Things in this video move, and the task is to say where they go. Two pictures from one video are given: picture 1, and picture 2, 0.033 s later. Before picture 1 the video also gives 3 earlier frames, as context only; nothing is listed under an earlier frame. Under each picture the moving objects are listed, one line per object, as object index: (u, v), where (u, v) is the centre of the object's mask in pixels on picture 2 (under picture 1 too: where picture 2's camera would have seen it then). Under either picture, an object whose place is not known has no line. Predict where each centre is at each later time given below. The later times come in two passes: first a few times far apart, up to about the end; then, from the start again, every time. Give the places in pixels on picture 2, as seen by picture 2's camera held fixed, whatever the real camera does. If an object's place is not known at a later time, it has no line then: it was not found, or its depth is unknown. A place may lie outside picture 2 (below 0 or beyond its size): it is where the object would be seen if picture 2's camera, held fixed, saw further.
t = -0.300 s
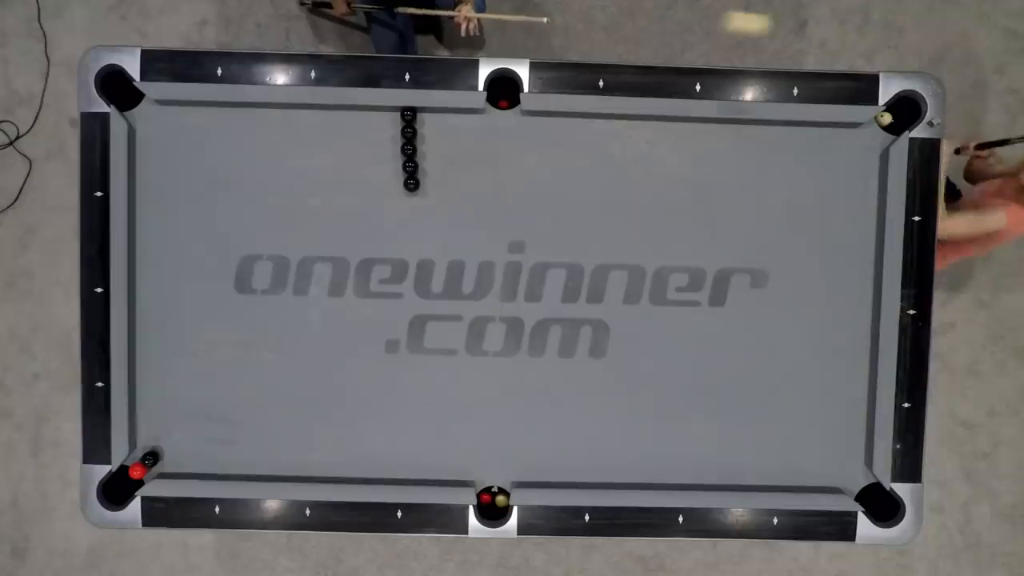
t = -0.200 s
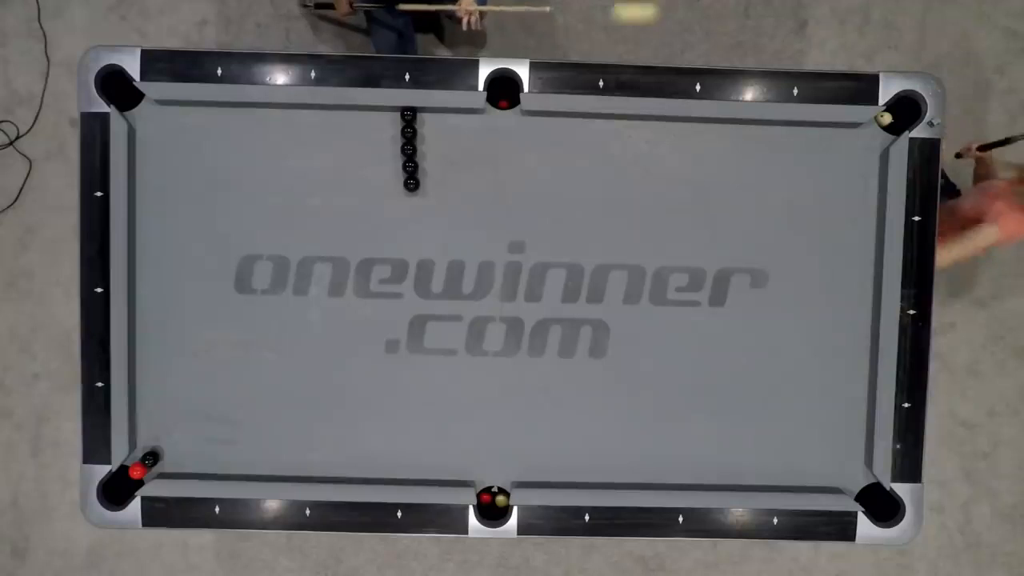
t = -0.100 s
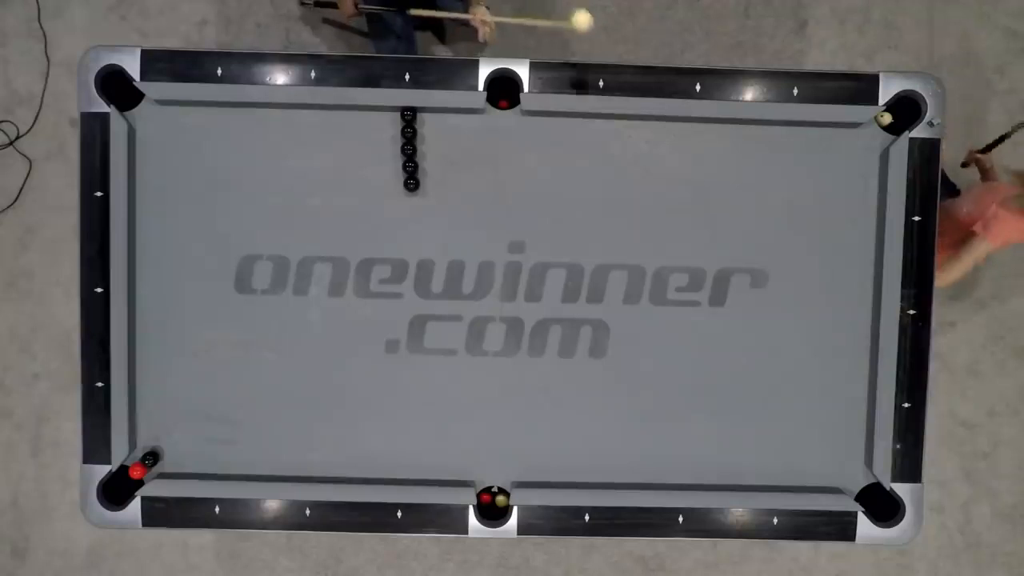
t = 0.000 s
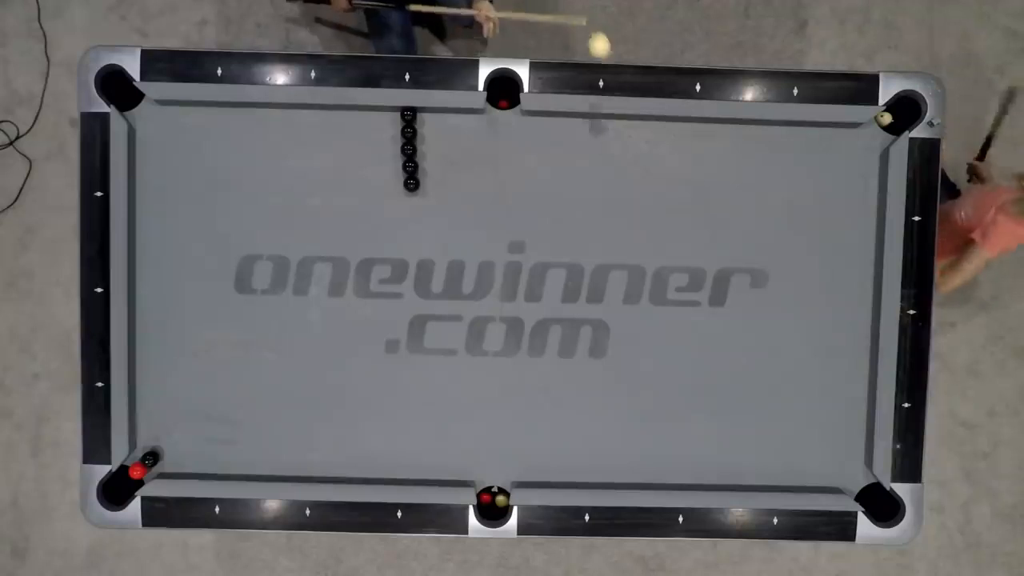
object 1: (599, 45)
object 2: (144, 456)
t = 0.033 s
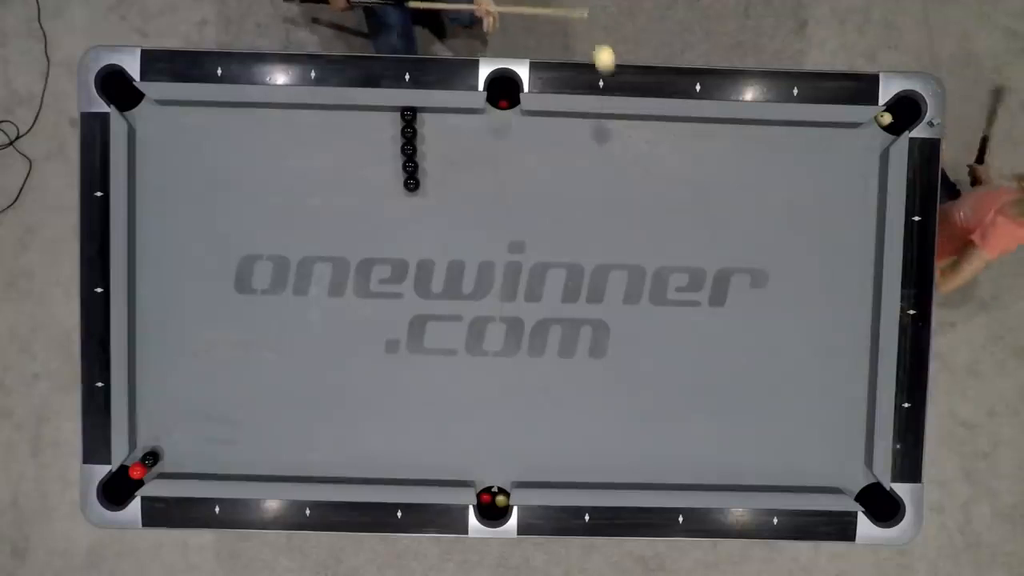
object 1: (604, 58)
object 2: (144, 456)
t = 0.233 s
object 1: (615, 143)
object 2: (144, 456)
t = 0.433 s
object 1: (631, 180)
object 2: (144, 456)
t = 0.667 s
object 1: (625, 234)
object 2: (144, 456)
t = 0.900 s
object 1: (609, 276)
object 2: (144, 456)
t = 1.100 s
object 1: (580, 306)
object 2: (144, 456)
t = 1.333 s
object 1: (522, 332)
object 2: (144, 456)
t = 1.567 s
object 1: (458, 355)
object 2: (144, 456)
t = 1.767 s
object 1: (407, 374)
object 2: (144, 456)
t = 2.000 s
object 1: (349, 396)
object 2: (144, 456)
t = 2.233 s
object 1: (293, 418)
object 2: (144, 456)
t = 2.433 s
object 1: (247, 436)
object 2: (144, 456)
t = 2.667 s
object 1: (195, 457)
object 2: (144, 456)
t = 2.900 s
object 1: (155, 464)
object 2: (143, 451)
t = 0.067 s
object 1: (608, 71)
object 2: (144, 456)
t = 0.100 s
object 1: (611, 83)
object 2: (144, 456)
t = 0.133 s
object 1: (613, 98)
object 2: (144, 456)
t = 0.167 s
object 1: (615, 114)
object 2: (144, 456)
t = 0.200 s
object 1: (616, 129)
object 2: (144, 456)
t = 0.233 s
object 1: (615, 143)
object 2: (144, 456)
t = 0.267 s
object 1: (619, 149)
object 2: (144, 456)
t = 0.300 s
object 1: (623, 153)
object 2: (144, 456)
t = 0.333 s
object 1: (626, 159)
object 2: (144, 456)
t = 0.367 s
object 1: (628, 164)
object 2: (144, 456)
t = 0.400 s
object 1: (630, 171)
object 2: (144, 456)
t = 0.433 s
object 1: (631, 180)
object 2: (144, 456)
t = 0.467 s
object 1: (631, 188)
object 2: (144, 456)
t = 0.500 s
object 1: (631, 197)
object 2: (144, 456)
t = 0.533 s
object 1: (630, 205)
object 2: (144, 456)
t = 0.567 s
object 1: (628, 214)
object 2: (144, 456)
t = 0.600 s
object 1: (626, 222)
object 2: (144, 456)
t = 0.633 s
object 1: (626, 228)
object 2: (144, 456)
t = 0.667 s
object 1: (625, 234)
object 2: (144, 456)
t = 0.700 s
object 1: (625, 240)
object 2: (144, 456)
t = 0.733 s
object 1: (623, 247)
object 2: (144, 456)
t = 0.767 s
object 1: (620, 253)
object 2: (144, 456)
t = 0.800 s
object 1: (618, 259)
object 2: (144, 456)
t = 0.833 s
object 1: (615, 265)
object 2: (144, 456)
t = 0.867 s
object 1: (612, 271)
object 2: (144, 456)
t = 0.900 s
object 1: (609, 276)
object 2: (144, 456)
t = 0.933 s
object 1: (606, 281)
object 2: (144, 456)
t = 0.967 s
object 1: (601, 287)
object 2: (144, 456)
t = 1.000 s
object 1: (597, 292)
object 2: (144, 456)
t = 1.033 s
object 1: (592, 297)
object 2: (144, 456)
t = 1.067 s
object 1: (586, 302)
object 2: (144, 456)
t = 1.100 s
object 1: (580, 306)
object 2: (144, 456)
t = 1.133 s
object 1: (573, 310)
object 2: (144, 456)
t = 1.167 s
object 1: (565, 314)
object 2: (144, 456)
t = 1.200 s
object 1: (558, 318)
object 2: (144, 456)
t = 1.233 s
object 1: (549, 321)
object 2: (144, 456)
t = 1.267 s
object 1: (540, 325)
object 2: (144, 456)
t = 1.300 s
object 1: (531, 329)
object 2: (144, 456)
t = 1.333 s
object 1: (522, 332)
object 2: (144, 456)
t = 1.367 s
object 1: (512, 335)
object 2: (144, 456)
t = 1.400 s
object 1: (503, 339)
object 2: (144, 456)
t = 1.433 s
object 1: (494, 342)
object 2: (144, 456)
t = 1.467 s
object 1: (485, 346)
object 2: (144, 456)
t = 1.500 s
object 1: (476, 349)
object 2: (144, 456)
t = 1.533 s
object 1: (468, 352)
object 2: (144, 456)
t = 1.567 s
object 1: (458, 355)
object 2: (144, 456)
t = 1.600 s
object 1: (450, 359)
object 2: (144, 456)
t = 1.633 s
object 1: (441, 362)
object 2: (144, 456)
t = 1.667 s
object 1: (432, 366)
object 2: (144, 456)
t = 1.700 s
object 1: (424, 368)
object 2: (144, 456)
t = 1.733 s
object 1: (415, 371)
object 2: (144, 456)
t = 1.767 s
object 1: (407, 374)
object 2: (144, 456)
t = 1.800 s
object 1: (399, 377)
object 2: (144, 456)
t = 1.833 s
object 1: (390, 381)
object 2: (144, 456)
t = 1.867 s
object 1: (382, 384)
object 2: (144, 456)
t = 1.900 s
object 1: (373, 387)
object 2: (144, 456)
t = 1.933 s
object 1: (365, 390)
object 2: (144, 456)
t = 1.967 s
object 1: (357, 393)
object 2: (144, 456)
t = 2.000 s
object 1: (349, 396)
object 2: (144, 456)
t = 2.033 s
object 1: (341, 400)
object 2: (144, 456)
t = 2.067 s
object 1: (333, 403)
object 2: (144, 456)
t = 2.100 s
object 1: (325, 406)
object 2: (144, 456)
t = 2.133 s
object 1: (317, 409)
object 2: (144, 456)
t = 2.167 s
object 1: (309, 412)
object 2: (144, 456)
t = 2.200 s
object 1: (301, 415)
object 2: (144, 456)
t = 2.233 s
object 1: (293, 418)
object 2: (144, 456)
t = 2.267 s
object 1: (285, 421)
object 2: (144, 456)
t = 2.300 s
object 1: (277, 424)
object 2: (144, 456)
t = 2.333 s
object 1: (270, 427)
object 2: (144, 456)
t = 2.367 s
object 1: (262, 430)
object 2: (144, 456)
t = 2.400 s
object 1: (255, 434)
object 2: (144, 456)
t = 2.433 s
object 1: (247, 436)
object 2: (144, 456)
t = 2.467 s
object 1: (239, 439)
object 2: (144, 456)
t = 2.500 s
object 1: (232, 442)
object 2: (144, 456)
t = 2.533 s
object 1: (224, 445)
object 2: (144, 456)
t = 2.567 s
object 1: (217, 448)
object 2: (144, 456)
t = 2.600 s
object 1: (209, 451)
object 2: (144, 456)
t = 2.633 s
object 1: (202, 454)
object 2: (144, 456)
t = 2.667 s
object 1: (195, 457)
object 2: (144, 456)
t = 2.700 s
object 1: (187, 460)
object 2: (144, 456)
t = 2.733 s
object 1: (179, 463)
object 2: (144, 456)
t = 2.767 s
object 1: (172, 466)
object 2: (144, 456)
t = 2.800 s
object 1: (164, 469)
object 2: (144, 456)
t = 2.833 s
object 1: (160, 469)
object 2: (144, 454)
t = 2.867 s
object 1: (158, 466)
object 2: (142, 452)
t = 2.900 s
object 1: (155, 464)
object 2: (143, 451)
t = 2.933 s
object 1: (153, 462)
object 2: (139, 448)
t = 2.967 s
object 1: (151, 460)
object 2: (137, 445)
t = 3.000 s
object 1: (148, 459)
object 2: (138, 443)
